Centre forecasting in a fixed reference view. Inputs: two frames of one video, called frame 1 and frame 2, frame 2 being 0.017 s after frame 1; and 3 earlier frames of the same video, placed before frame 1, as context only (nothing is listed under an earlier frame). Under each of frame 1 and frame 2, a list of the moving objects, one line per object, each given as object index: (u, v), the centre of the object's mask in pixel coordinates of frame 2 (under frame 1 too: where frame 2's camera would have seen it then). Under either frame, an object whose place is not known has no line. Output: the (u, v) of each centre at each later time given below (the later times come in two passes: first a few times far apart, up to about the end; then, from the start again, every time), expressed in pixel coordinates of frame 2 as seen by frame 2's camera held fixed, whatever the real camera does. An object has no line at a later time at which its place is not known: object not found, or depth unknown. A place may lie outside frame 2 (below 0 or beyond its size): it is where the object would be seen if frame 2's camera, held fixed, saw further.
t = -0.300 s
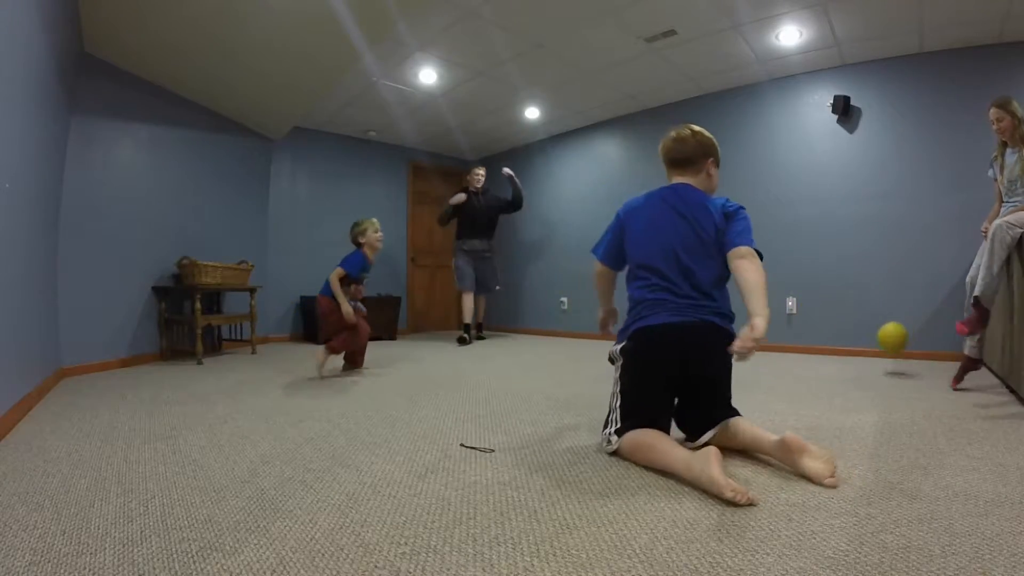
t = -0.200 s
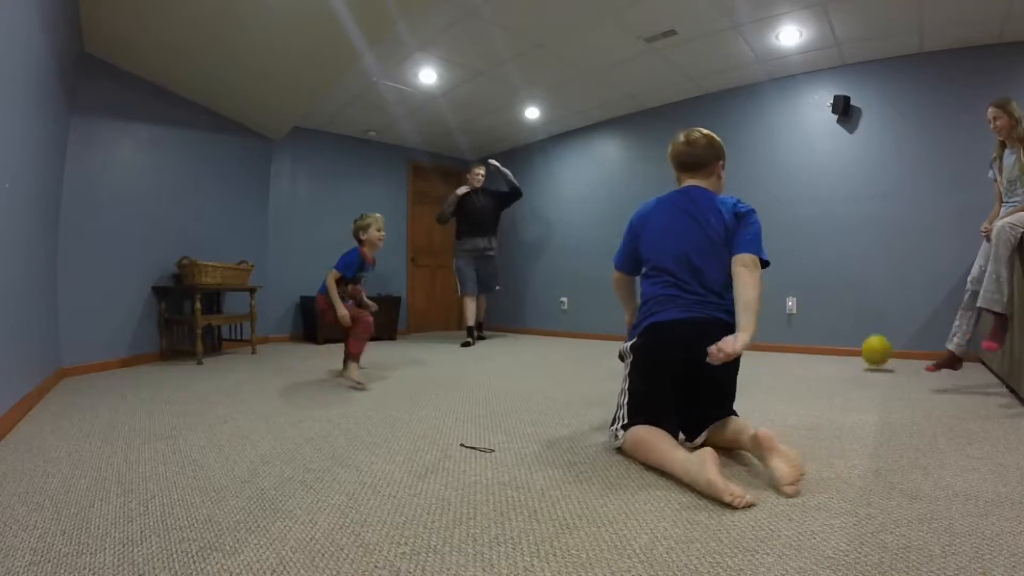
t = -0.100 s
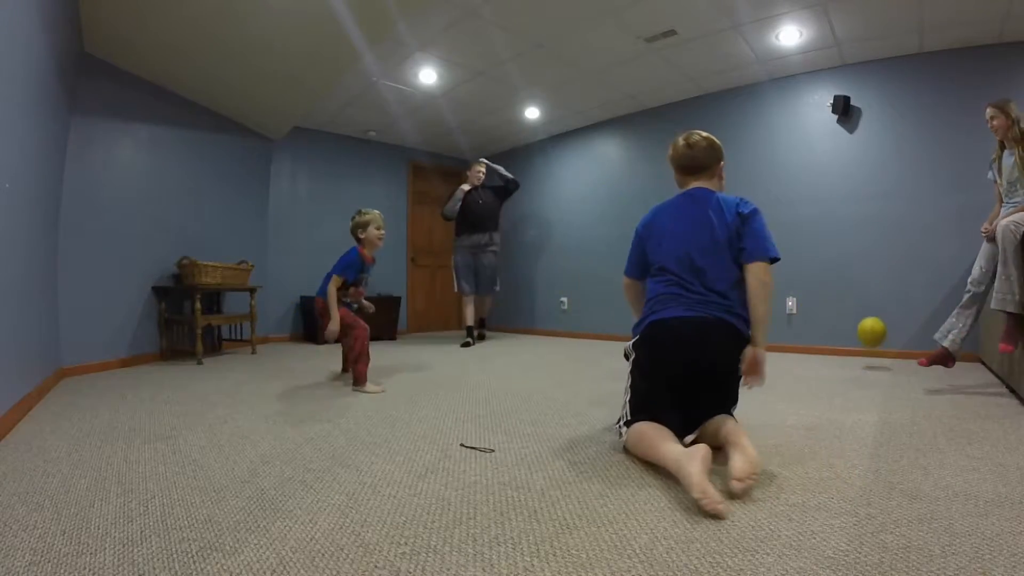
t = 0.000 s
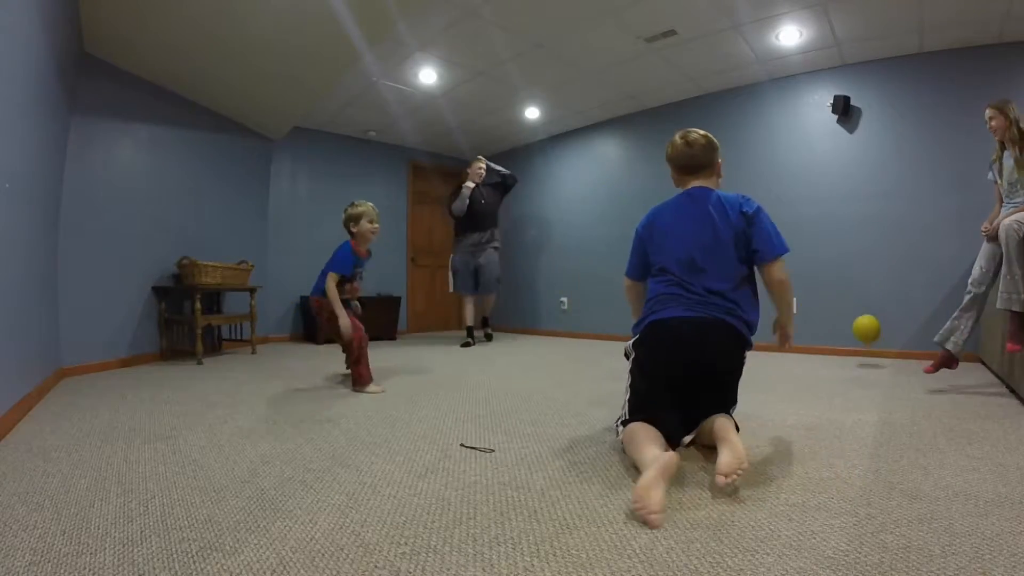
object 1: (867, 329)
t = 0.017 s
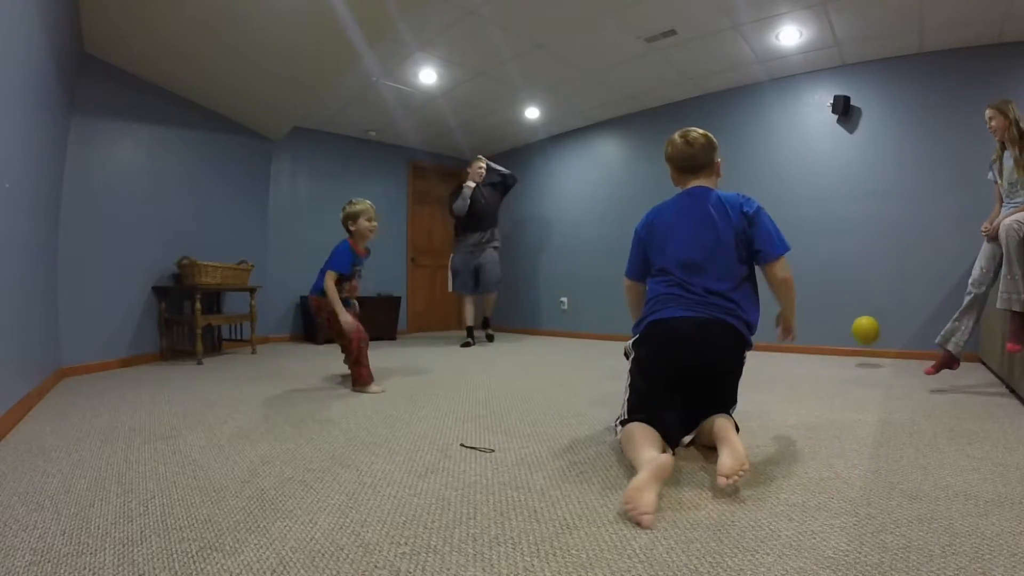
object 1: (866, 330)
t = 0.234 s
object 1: (854, 340)
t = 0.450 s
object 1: (842, 346)
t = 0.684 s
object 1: (832, 346)
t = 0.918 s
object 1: (823, 345)
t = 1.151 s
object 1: (813, 348)
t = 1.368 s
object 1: (806, 348)
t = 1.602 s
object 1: (800, 349)
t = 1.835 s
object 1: (795, 349)
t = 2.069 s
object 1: (790, 350)
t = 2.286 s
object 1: (788, 350)
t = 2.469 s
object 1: (787, 351)
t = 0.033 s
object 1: (865, 331)
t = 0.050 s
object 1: (864, 333)
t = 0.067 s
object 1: (863, 335)
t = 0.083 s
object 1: (862, 337)
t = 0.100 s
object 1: (861, 340)
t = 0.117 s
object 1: (859, 344)
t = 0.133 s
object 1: (859, 349)
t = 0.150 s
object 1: (858, 351)
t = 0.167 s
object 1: (857, 349)
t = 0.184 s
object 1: (856, 345)
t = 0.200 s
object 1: (856, 343)
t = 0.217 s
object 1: (855, 342)
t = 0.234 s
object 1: (854, 340)
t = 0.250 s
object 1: (853, 339)
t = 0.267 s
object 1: (852, 339)
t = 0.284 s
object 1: (852, 338)
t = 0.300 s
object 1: (851, 337)
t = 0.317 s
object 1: (850, 336)
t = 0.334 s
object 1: (849, 337)
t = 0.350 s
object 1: (848, 336)
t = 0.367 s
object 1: (847, 338)
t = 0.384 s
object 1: (846, 339)
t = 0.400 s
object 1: (846, 340)
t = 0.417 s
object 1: (844, 344)
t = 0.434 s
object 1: (843, 346)
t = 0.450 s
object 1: (842, 346)
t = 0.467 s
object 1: (842, 344)
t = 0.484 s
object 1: (841, 343)
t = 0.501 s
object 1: (841, 342)
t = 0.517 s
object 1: (840, 342)
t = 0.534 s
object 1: (840, 341)
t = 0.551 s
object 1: (838, 340)
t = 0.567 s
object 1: (838, 341)
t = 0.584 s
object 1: (837, 341)
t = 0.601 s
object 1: (836, 341)
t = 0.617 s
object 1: (835, 341)
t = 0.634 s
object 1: (834, 342)
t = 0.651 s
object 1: (834, 344)
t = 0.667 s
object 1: (833, 346)
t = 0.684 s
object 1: (832, 346)
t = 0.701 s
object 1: (832, 345)
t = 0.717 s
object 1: (831, 345)
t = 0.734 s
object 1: (830, 344)
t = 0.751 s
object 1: (830, 344)
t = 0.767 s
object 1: (829, 344)
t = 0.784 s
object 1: (828, 344)
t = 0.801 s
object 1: (828, 344)
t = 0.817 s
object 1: (827, 345)
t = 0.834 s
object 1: (826, 346)
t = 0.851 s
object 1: (825, 347)
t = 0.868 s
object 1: (825, 346)
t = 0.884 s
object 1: (824, 346)
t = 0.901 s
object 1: (824, 345)
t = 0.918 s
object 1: (823, 345)
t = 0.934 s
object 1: (823, 345)
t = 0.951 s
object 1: (821, 346)
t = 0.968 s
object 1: (821, 347)
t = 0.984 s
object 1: (820, 347)
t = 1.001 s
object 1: (820, 347)
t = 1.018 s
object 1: (819, 347)
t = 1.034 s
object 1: (818, 347)
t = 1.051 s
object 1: (817, 347)
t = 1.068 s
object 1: (817, 347)
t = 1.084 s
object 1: (816, 348)
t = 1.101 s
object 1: (815, 347)
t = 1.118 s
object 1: (815, 347)
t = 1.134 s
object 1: (814, 347)
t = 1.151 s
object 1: (813, 348)
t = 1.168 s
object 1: (813, 348)
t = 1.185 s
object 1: (812, 347)
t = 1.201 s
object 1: (812, 348)
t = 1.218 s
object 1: (811, 348)
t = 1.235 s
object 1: (810, 348)
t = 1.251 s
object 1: (810, 348)
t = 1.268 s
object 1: (809, 348)
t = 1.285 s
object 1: (809, 348)
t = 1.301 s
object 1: (808, 348)
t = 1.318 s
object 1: (808, 348)
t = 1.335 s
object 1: (807, 348)
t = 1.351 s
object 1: (806, 348)
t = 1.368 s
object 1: (806, 348)
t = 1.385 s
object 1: (806, 348)
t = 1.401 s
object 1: (805, 348)
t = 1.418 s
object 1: (805, 348)
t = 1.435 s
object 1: (804, 348)
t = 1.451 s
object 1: (804, 348)
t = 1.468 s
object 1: (803, 348)
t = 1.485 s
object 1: (803, 348)
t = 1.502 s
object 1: (802, 348)
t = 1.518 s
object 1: (802, 349)
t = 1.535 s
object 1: (801, 349)
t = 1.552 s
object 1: (801, 349)
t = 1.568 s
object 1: (801, 349)
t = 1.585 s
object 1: (800, 349)
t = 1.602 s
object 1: (800, 349)
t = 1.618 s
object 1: (800, 349)
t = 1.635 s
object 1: (799, 349)
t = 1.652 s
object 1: (799, 349)
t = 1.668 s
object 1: (798, 349)
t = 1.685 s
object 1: (798, 349)
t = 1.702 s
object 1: (797, 349)
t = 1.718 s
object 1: (797, 349)
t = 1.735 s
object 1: (797, 349)
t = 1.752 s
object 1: (796, 349)
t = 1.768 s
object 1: (796, 349)
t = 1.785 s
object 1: (796, 349)
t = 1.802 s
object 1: (795, 349)
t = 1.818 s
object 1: (795, 349)
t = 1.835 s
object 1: (795, 349)
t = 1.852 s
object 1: (794, 350)
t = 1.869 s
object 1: (794, 350)
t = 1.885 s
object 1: (793, 350)
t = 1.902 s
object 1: (793, 350)
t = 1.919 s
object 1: (793, 350)
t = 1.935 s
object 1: (792, 350)
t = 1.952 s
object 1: (792, 350)
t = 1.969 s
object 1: (792, 350)
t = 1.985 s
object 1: (791, 350)
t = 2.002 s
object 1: (791, 350)
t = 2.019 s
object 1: (791, 350)
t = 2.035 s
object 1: (791, 350)
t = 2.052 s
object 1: (790, 350)
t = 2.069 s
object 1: (790, 350)
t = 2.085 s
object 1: (790, 350)
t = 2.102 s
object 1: (790, 350)
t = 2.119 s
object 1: (790, 350)
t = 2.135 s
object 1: (789, 350)
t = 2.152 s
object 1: (789, 350)
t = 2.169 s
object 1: (789, 350)
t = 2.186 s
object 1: (789, 350)
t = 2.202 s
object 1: (789, 350)
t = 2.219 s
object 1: (788, 350)
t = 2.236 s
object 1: (788, 350)
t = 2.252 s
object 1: (788, 350)
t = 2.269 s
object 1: (788, 350)
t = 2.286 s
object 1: (788, 350)
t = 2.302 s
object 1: (787, 351)
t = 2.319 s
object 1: (787, 351)
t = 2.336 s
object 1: (787, 351)
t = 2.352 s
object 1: (787, 351)
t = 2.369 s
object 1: (787, 351)
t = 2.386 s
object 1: (787, 351)
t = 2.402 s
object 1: (787, 351)
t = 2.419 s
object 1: (787, 351)
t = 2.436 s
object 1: (787, 351)
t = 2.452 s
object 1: (787, 351)
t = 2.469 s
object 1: (787, 351)
